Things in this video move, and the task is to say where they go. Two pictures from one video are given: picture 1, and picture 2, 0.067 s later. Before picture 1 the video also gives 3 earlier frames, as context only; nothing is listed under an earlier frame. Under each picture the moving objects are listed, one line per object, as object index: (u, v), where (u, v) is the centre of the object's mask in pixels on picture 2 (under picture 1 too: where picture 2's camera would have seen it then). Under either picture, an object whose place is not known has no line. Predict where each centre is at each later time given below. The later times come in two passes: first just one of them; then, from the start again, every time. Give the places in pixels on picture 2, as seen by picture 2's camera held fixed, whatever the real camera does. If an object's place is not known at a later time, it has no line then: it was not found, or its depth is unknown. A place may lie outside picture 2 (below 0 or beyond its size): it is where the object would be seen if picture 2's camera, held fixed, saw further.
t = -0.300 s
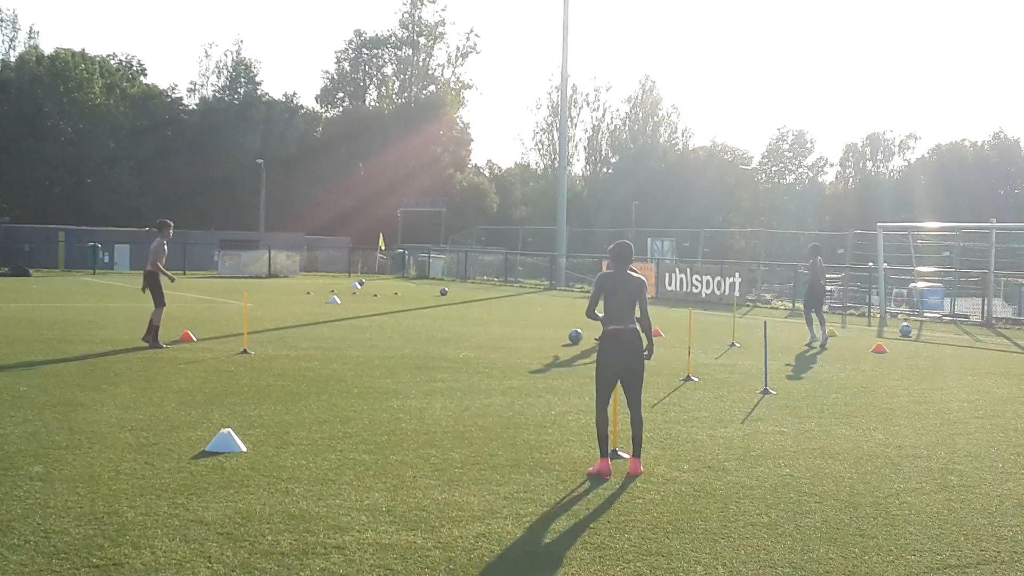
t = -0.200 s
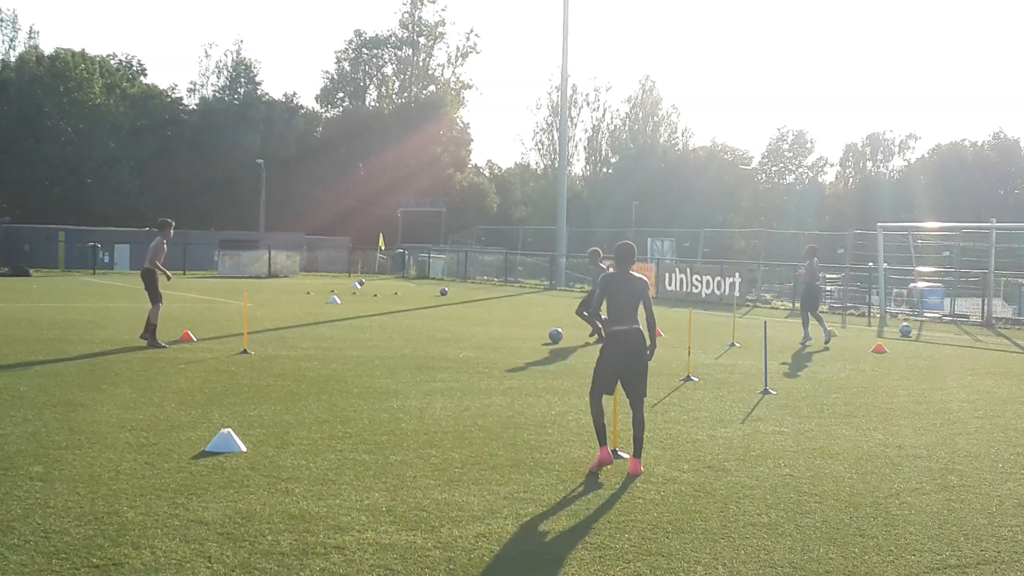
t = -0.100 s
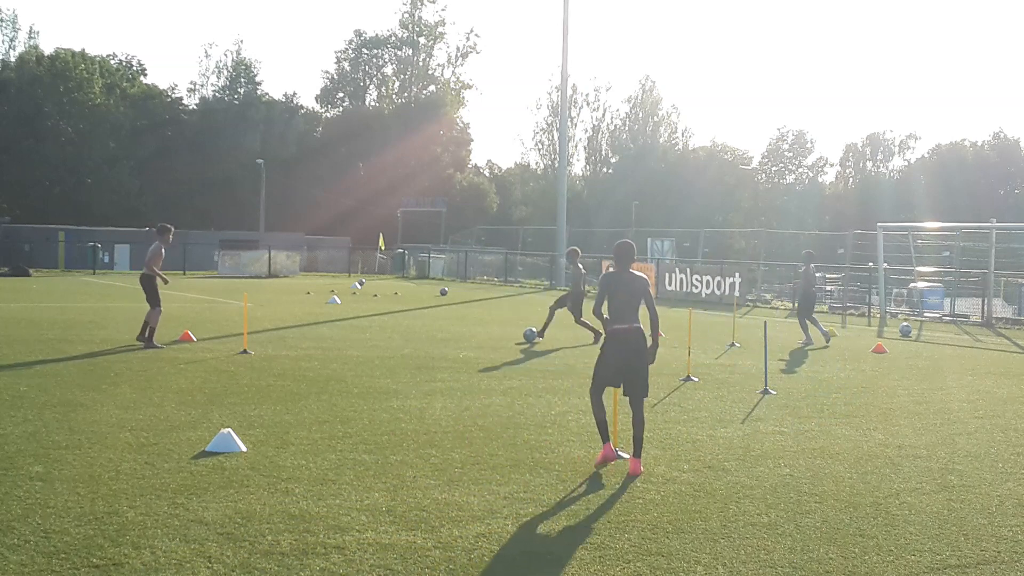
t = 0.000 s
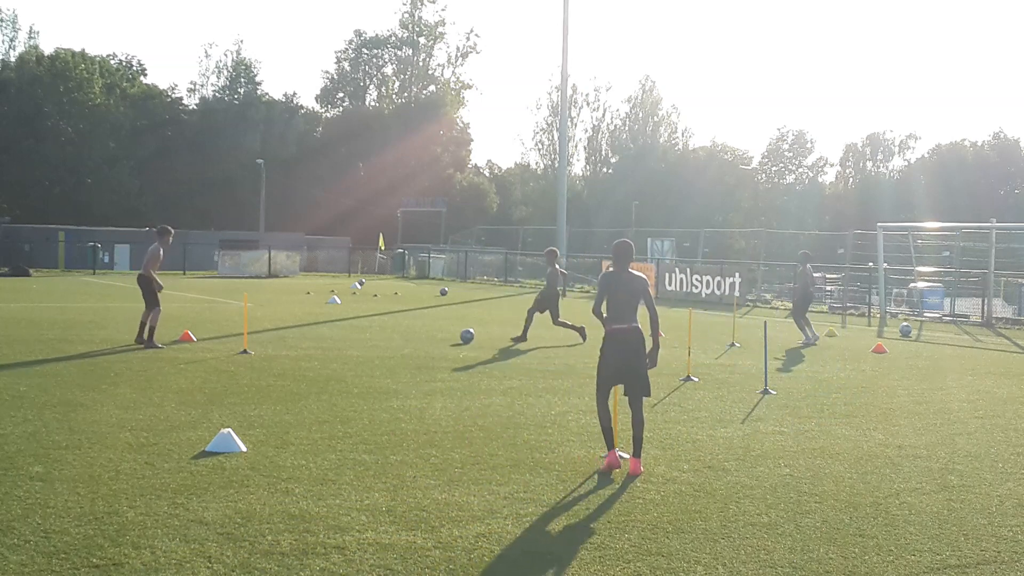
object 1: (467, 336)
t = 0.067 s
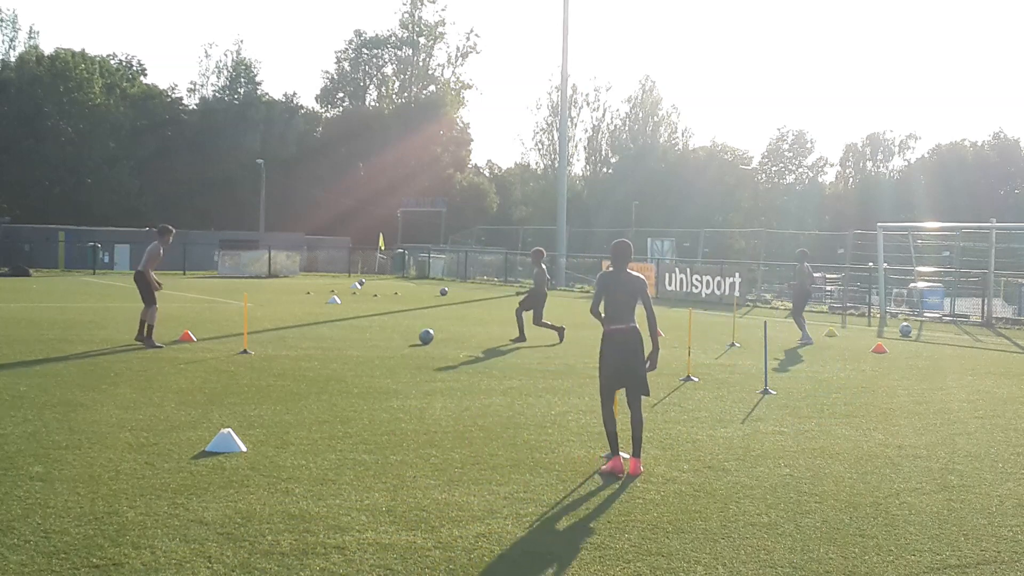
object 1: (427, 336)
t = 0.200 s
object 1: (347, 338)
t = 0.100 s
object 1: (406, 337)
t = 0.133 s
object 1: (386, 337)
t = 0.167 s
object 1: (366, 337)
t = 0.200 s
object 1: (347, 338)
